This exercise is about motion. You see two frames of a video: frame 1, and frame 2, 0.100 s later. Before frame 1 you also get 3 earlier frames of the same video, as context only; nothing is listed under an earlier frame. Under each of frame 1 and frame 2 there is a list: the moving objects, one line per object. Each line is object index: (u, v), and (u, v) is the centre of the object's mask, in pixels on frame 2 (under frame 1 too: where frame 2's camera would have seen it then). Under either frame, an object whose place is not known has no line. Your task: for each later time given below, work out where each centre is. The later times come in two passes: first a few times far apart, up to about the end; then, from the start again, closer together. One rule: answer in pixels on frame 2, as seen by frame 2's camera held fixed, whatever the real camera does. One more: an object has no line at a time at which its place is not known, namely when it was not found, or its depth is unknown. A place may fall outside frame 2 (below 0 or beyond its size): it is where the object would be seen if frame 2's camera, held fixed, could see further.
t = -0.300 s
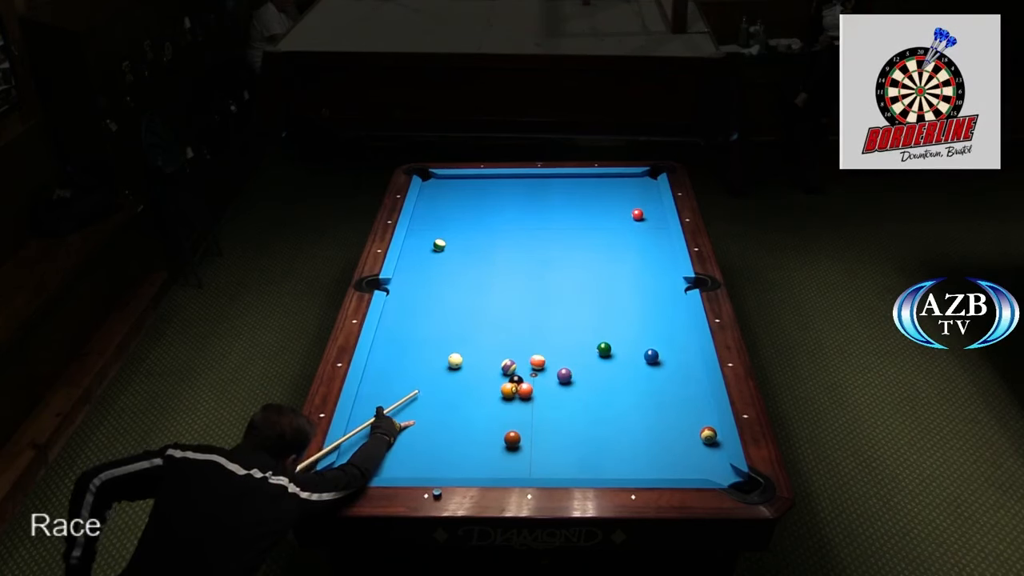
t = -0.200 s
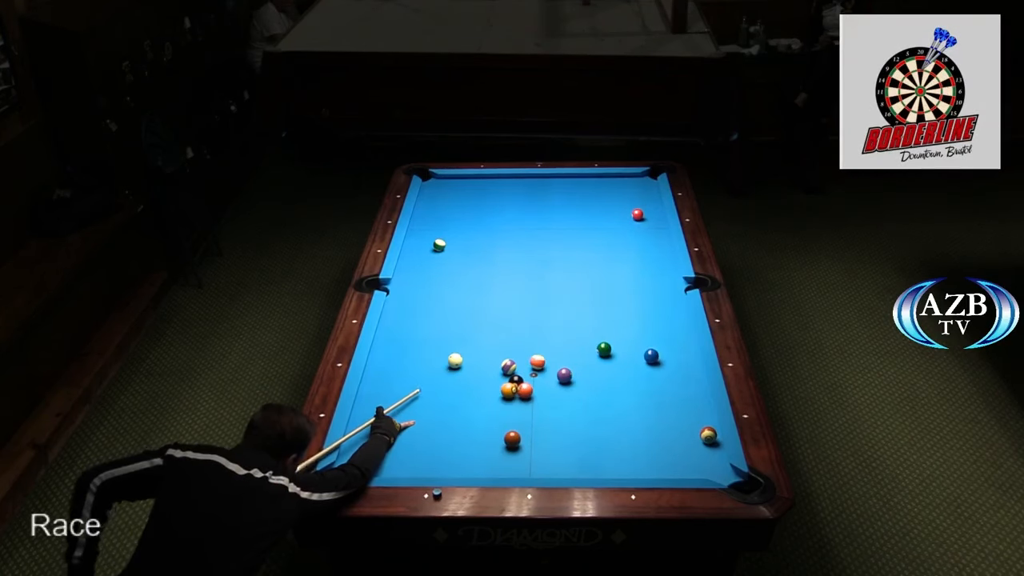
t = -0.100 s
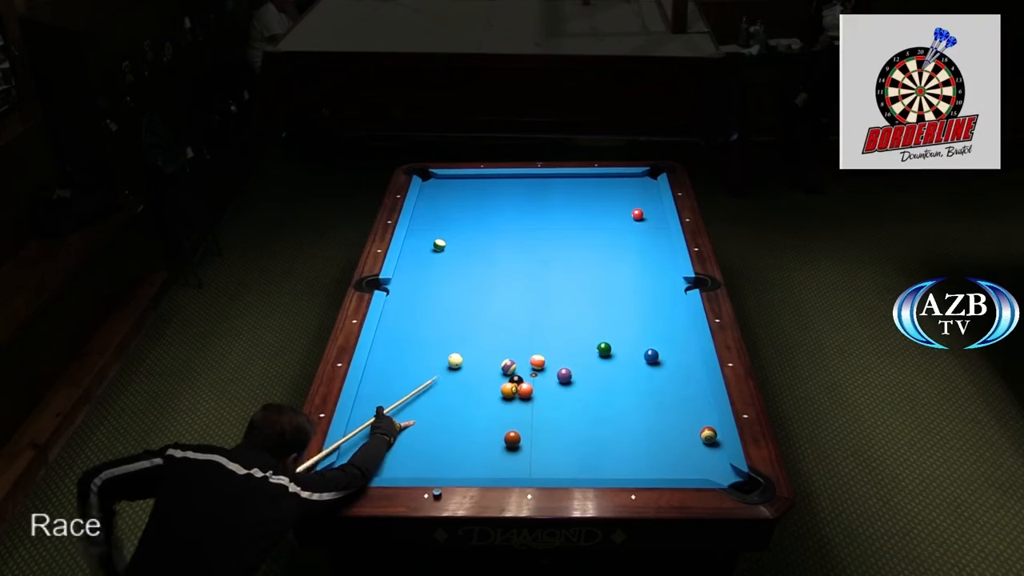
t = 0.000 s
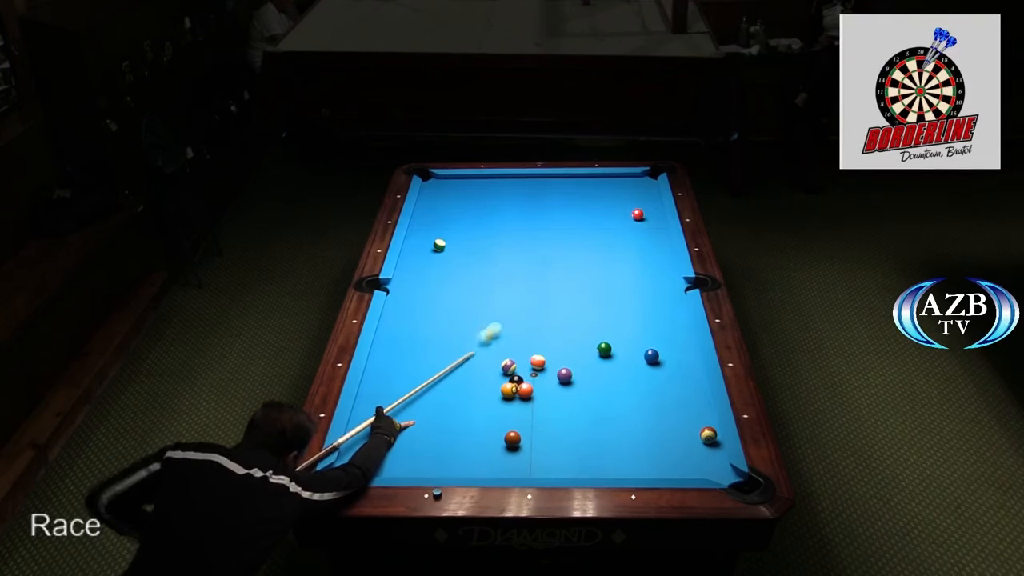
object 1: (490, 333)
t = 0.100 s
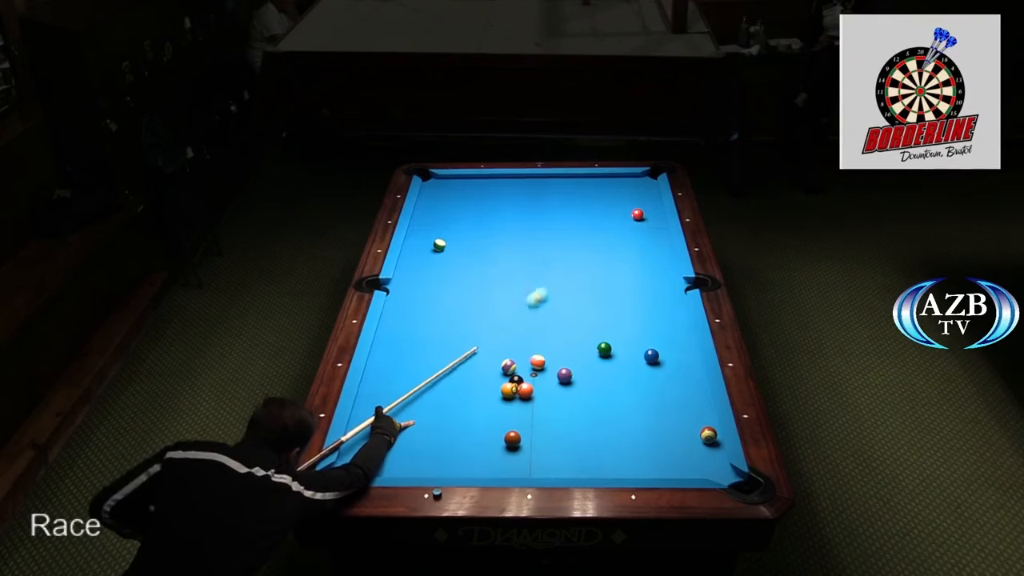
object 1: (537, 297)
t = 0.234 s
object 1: (588, 258)
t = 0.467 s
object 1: (649, 220)
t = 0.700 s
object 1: (651, 224)
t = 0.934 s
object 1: (635, 228)
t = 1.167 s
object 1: (621, 233)
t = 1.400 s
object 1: (607, 237)
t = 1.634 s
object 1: (594, 242)
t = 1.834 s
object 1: (583, 245)
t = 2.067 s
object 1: (570, 249)
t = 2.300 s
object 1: (559, 253)
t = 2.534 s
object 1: (548, 256)
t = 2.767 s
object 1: (537, 259)
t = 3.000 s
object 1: (528, 262)
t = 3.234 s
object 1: (519, 265)
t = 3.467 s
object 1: (511, 267)
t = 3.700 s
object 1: (503, 269)
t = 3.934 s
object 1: (497, 271)
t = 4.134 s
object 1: (492, 273)
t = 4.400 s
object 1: (486, 274)
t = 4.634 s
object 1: (481, 275)
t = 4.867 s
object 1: (478, 276)
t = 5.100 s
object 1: (475, 277)
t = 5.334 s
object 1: (473, 277)
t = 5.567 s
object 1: (472, 278)
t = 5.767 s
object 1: (472, 278)
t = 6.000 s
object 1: (472, 278)
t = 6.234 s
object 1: (472, 278)
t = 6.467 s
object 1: (472, 278)
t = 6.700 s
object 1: (472, 278)
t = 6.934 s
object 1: (472, 278)
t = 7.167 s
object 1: (472, 278)
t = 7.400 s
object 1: (472, 278)
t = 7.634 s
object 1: (472, 278)
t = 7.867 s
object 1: (472, 278)
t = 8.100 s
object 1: (472, 278)
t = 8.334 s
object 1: (472, 278)
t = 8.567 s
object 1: (472, 278)
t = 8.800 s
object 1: (472, 278)
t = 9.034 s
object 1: (472, 278)
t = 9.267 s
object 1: (472, 278)
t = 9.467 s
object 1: (472, 278)
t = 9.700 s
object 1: (472, 278)
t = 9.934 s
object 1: (472, 278)
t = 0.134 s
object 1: (551, 286)
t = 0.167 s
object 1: (564, 276)
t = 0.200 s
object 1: (576, 266)
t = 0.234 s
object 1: (588, 258)
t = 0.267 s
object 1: (599, 249)
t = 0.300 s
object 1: (609, 241)
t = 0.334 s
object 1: (619, 233)
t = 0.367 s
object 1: (628, 226)
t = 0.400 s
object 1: (637, 220)
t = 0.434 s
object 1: (643, 219)
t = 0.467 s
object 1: (649, 220)
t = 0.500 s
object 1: (654, 220)
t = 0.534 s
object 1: (659, 221)
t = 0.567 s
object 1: (661, 221)
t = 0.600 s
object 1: (658, 221)
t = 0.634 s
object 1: (655, 222)
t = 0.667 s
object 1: (653, 223)
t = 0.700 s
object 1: (651, 224)
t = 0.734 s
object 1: (648, 224)
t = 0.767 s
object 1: (646, 225)
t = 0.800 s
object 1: (644, 226)
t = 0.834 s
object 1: (642, 226)
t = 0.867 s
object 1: (640, 227)
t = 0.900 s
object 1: (638, 228)
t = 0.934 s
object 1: (635, 228)
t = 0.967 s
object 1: (633, 229)
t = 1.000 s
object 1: (631, 230)
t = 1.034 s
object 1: (629, 230)
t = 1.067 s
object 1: (627, 231)
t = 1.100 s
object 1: (625, 232)
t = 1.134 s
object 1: (623, 232)
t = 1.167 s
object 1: (621, 233)
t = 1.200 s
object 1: (619, 234)
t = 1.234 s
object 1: (617, 234)
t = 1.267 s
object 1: (615, 235)
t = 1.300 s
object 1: (613, 235)
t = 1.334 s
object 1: (611, 236)
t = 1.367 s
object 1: (609, 237)
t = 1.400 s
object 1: (607, 237)
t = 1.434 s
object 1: (605, 238)
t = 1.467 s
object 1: (603, 239)
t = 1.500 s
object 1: (601, 239)
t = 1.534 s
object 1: (599, 240)
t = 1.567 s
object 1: (597, 240)
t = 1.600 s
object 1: (595, 241)
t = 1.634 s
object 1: (594, 242)
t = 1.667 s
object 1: (592, 242)
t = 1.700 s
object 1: (590, 243)
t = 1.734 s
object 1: (588, 243)
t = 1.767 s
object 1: (586, 244)
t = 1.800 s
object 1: (584, 244)
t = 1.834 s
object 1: (583, 245)
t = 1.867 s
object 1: (581, 246)
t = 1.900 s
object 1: (579, 246)
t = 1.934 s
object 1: (577, 247)
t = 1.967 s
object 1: (576, 247)
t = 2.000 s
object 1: (574, 248)
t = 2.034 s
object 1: (572, 249)
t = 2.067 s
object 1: (570, 249)
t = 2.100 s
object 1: (569, 250)
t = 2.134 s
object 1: (567, 250)
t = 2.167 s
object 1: (565, 251)
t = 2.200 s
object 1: (563, 251)
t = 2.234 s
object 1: (562, 252)
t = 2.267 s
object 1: (560, 252)
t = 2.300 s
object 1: (559, 253)
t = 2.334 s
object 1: (557, 253)
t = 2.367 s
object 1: (555, 254)
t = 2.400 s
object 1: (554, 254)
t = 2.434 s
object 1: (552, 255)
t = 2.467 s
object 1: (551, 255)
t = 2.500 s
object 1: (549, 256)
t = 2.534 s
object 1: (548, 256)
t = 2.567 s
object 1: (546, 257)
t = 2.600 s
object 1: (545, 257)
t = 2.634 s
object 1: (543, 258)
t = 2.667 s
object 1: (542, 258)
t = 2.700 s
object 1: (540, 258)
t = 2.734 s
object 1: (539, 259)
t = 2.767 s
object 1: (537, 259)
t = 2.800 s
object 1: (536, 260)
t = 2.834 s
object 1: (535, 260)
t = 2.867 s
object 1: (533, 260)
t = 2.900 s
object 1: (532, 261)
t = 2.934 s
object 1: (530, 261)
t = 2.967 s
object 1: (529, 262)
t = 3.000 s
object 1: (528, 262)
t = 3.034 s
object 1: (526, 263)
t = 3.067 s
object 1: (525, 263)
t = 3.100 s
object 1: (524, 263)
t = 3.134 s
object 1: (522, 264)
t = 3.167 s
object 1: (521, 264)
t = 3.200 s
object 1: (520, 264)
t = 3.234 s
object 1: (519, 265)
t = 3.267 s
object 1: (518, 265)
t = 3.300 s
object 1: (516, 266)
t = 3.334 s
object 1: (515, 266)
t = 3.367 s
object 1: (514, 266)
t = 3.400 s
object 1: (513, 267)
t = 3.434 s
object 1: (512, 267)
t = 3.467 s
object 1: (511, 267)
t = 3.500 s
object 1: (510, 268)
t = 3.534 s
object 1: (509, 268)
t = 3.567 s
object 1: (508, 269)
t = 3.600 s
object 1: (506, 269)
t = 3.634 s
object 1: (505, 269)
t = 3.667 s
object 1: (504, 269)
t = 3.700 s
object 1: (503, 269)
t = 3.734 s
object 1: (502, 270)
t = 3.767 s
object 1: (501, 270)
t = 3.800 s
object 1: (500, 270)
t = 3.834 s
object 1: (499, 271)
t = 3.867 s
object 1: (498, 271)
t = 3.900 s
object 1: (497, 271)
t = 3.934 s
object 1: (497, 271)
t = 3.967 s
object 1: (496, 272)
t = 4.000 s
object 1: (495, 272)
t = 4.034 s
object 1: (494, 272)
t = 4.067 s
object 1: (493, 272)
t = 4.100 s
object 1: (492, 273)
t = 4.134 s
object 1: (492, 273)
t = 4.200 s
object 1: (490, 273)
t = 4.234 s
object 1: (489, 273)
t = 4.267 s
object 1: (488, 273)
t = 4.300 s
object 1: (488, 274)
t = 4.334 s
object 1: (487, 274)
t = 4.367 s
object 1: (486, 274)
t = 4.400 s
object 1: (486, 274)
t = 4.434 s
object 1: (485, 275)
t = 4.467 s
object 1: (485, 275)
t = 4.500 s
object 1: (484, 275)
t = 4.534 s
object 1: (483, 275)
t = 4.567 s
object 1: (483, 275)
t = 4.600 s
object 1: (482, 275)
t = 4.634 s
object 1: (481, 275)
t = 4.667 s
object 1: (481, 276)
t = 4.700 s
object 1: (480, 276)
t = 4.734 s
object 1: (480, 276)
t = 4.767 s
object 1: (479, 276)
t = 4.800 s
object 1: (479, 276)
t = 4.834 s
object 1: (478, 276)
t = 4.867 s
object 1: (478, 276)
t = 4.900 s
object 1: (477, 276)
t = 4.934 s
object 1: (477, 277)
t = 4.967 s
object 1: (476, 277)
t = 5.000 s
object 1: (476, 277)
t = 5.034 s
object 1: (476, 277)
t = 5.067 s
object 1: (475, 277)
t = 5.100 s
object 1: (475, 277)
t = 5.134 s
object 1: (475, 277)
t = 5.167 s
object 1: (474, 277)
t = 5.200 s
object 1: (474, 277)
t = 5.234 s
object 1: (474, 277)
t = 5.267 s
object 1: (474, 277)
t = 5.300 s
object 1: (473, 277)
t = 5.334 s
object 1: (473, 277)
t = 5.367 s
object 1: (473, 277)
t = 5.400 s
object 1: (473, 278)
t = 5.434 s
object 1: (473, 278)
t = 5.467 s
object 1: (473, 278)
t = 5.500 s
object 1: (472, 278)
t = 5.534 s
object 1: (472, 278)
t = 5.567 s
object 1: (472, 278)
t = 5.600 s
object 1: (472, 278)
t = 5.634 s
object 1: (472, 278)
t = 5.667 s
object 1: (472, 278)
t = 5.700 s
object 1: (472, 278)
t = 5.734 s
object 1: (472, 278)
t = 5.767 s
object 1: (472, 278)
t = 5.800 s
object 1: (472, 278)
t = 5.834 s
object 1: (472, 278)
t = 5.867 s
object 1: (472, 278)
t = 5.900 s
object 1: (472, 278)
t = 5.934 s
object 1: (472, 278)
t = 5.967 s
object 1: (472, 278)
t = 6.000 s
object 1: (472, 278)
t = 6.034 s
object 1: (472, 278)
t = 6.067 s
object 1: (472, 278)
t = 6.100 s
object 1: (472, 278)
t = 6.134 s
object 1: (472, 278)
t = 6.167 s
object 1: (472, 278)
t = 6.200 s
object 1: (472, 278)
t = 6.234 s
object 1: (472, 278)
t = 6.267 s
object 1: (472, 278)
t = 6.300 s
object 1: (472, 278)
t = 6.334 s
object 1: (472, 278)
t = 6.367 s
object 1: (472, 278)
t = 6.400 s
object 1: (472, 278)
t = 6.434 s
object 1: (472, 278)
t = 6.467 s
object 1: (472, 278)
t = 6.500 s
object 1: (472, 278)
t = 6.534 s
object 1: (472, 278)
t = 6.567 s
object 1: (472, 278)
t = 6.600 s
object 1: (472, 278)
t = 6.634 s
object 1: (472, 278)
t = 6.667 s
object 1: (472, 278)
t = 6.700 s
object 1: (472, 278)
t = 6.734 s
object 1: (472, 278)
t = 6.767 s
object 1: (472, 278)
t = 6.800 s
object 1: (472, 278)
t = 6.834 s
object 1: (472, 278)
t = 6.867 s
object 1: (472, 278)
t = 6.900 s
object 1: (472, 278)
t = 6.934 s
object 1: (472, 278)
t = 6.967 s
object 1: (472, 278)
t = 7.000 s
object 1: (472, 278)
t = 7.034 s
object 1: (472, 278)
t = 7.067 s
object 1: (472, 278)
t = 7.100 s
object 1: (472, 278)
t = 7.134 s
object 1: (472, 278)
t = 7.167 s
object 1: (472, 278)
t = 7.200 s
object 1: (472, 278)
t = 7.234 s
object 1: (472, 278)
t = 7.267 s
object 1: (472, 278)
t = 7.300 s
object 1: (472, 278)
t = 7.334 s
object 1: (472, 278)
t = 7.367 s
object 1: (472, 278)
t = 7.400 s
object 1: (472, 278)
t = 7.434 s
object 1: (472, 278)
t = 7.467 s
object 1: (472, 278)
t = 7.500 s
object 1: (472, 278)
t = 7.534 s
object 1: (472, 278)
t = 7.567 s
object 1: (472, 278)
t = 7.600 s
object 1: (472, 278)
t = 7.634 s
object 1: (472, 278)
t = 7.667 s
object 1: (472, 278)
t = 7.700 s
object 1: (472, 278)
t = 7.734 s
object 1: (472, 278)
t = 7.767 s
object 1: (472, 278)
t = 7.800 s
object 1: (472, 278)
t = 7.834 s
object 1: (472, 278)
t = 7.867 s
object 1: (472, 278)
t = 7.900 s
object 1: (472, 278)
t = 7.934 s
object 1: (472, 278)
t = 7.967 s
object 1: (472, 278)
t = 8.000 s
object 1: (472, 278)
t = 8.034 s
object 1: (472, 278)
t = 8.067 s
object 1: (472, 278)
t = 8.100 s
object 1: (472, 278)
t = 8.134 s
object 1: (472, 278)
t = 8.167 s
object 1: (472, 278)
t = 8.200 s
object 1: (472, 278)
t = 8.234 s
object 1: (472, 278)
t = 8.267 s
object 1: (472, 278)
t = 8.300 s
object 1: (472, 278)
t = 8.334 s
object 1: (472, 278)
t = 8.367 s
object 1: (472, 278)
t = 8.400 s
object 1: (472, 278)
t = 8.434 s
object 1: (472, 278)
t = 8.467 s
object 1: (472, 278)
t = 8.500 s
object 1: (472, 278)
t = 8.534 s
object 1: (472, 278)
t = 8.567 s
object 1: (472, 278)
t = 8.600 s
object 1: (472, 278)
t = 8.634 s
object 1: (472, 278)
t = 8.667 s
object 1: (472, 278)
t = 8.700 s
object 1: (472, 278)
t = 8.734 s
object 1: (472, 278)
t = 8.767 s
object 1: (472, 278)
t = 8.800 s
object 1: (472, 278)
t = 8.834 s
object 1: (472, 278)
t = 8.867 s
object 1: (472, 278)
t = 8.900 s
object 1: (472, 278)
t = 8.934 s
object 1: (472, 278)
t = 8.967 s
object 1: (472, 278)
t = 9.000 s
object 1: (472, 278)
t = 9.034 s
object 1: (472, 278)
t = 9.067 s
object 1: (472, 278)
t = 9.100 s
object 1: (472, 278)
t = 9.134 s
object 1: (472, 278)
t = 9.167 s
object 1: (472, 278)
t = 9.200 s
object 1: (472, 278)
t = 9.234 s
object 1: (472, 278)
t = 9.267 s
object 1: (472, 278)
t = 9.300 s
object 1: (472, 278)
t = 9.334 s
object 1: (472, 278)
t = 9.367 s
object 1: (472, 278)
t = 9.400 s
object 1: (472, 278)
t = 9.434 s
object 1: (472, 278)
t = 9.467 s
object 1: (472, 278)
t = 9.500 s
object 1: (472, 278)
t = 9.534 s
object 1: (472, 278)
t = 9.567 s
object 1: (472, 278)
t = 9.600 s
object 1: (472, 278)
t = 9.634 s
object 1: (472, 278)
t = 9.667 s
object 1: (472, 278)
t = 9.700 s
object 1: (472, 278)
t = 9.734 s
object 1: (472, 278)
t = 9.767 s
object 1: (472, 278)
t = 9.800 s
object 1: (472, 278)
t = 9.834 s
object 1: (472, 278)
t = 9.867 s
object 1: (472, 278)
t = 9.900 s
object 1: (472, 278)
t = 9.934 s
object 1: (472, 278)
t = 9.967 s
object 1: (472, 278)
